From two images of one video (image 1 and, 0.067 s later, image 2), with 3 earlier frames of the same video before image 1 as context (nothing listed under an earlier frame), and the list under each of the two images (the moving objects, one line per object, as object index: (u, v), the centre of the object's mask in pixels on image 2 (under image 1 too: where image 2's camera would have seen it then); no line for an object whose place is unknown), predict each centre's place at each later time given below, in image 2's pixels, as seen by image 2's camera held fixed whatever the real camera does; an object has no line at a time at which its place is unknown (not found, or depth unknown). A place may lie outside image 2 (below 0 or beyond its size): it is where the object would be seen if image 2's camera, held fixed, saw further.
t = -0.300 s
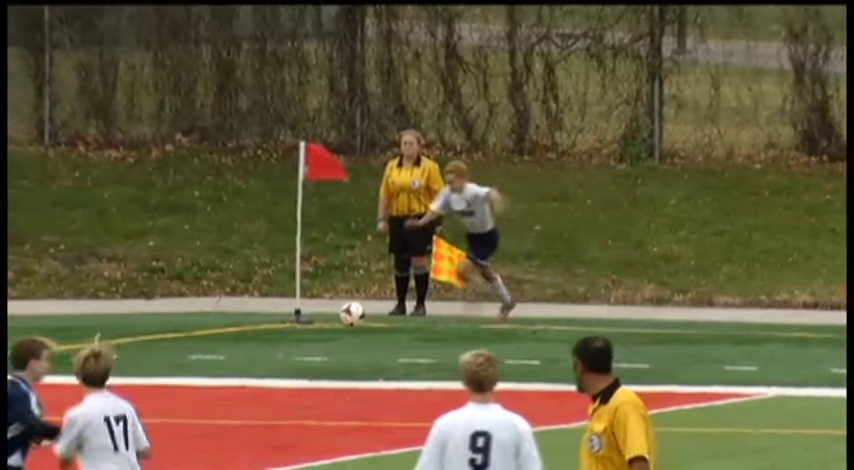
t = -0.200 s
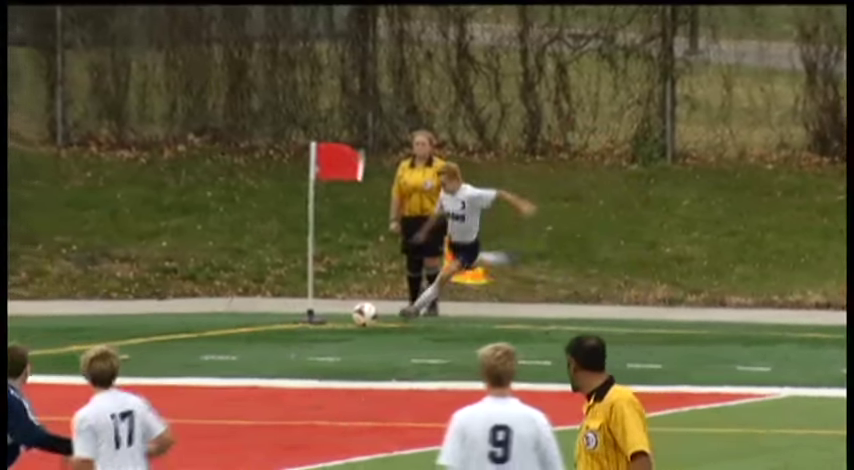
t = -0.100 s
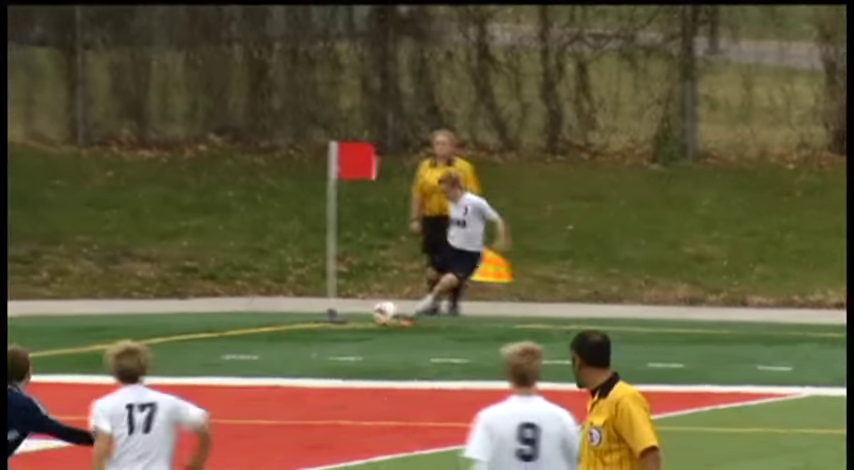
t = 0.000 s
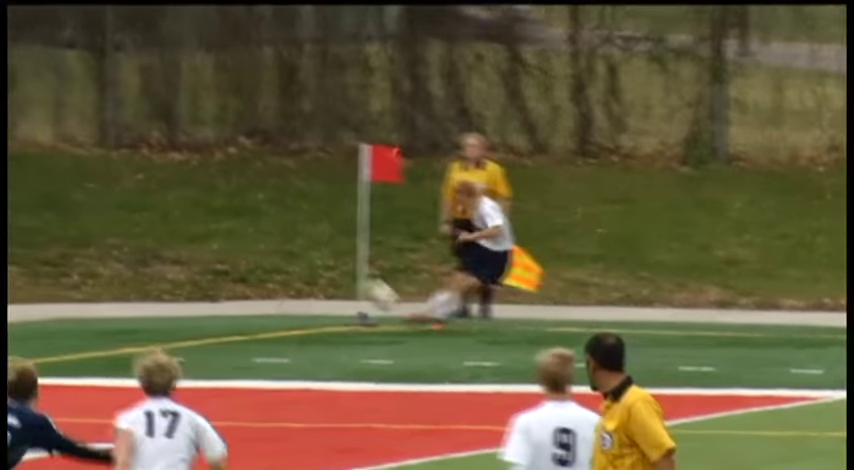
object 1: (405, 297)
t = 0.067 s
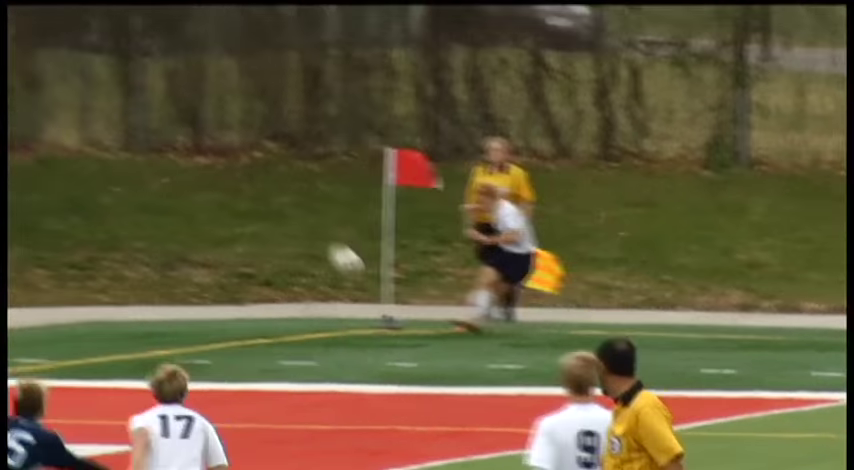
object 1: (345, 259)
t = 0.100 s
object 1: (315, 241)
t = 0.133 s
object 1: (283, 222)
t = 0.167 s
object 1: (254, 203)
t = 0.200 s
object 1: (223, 185)
